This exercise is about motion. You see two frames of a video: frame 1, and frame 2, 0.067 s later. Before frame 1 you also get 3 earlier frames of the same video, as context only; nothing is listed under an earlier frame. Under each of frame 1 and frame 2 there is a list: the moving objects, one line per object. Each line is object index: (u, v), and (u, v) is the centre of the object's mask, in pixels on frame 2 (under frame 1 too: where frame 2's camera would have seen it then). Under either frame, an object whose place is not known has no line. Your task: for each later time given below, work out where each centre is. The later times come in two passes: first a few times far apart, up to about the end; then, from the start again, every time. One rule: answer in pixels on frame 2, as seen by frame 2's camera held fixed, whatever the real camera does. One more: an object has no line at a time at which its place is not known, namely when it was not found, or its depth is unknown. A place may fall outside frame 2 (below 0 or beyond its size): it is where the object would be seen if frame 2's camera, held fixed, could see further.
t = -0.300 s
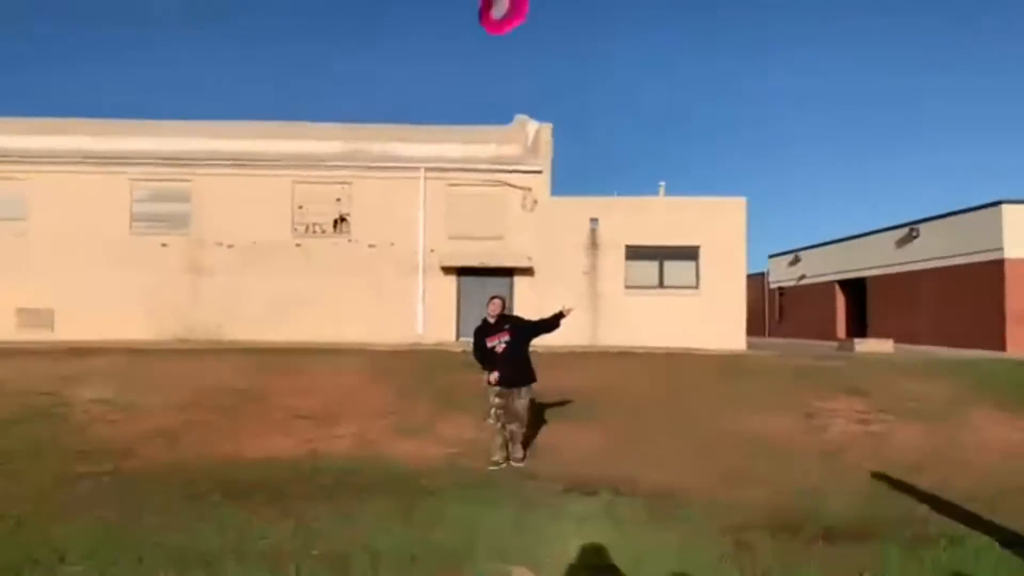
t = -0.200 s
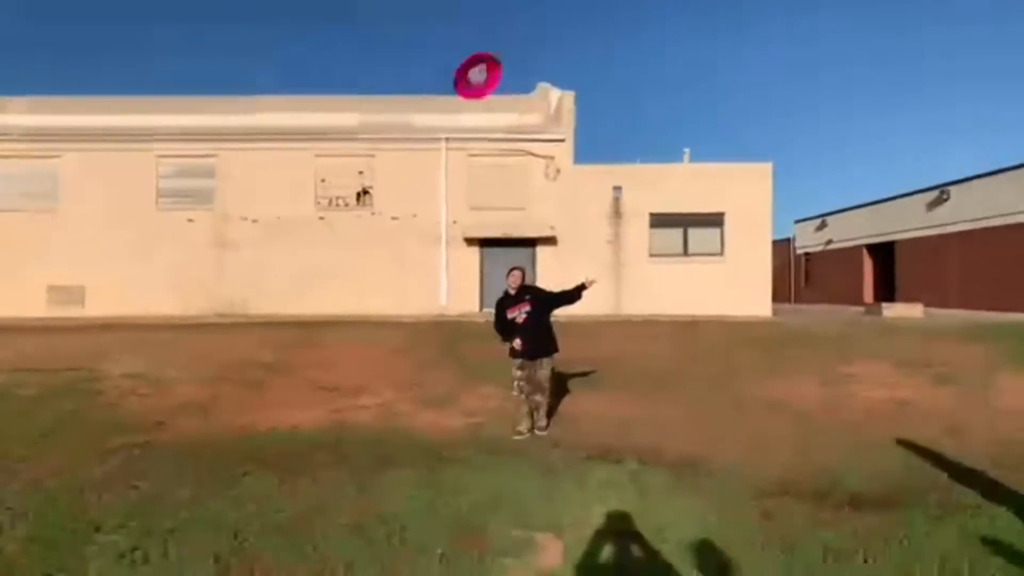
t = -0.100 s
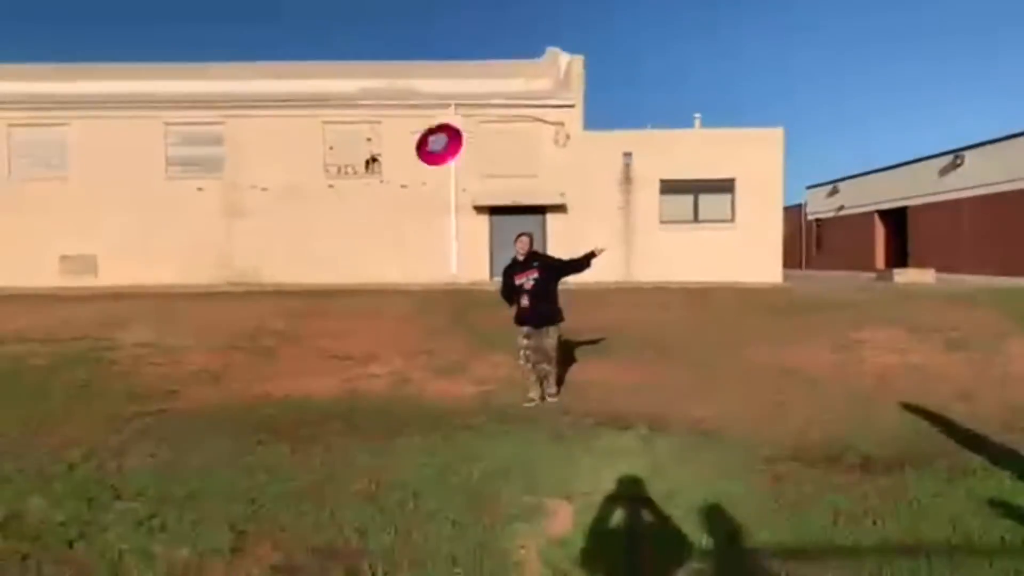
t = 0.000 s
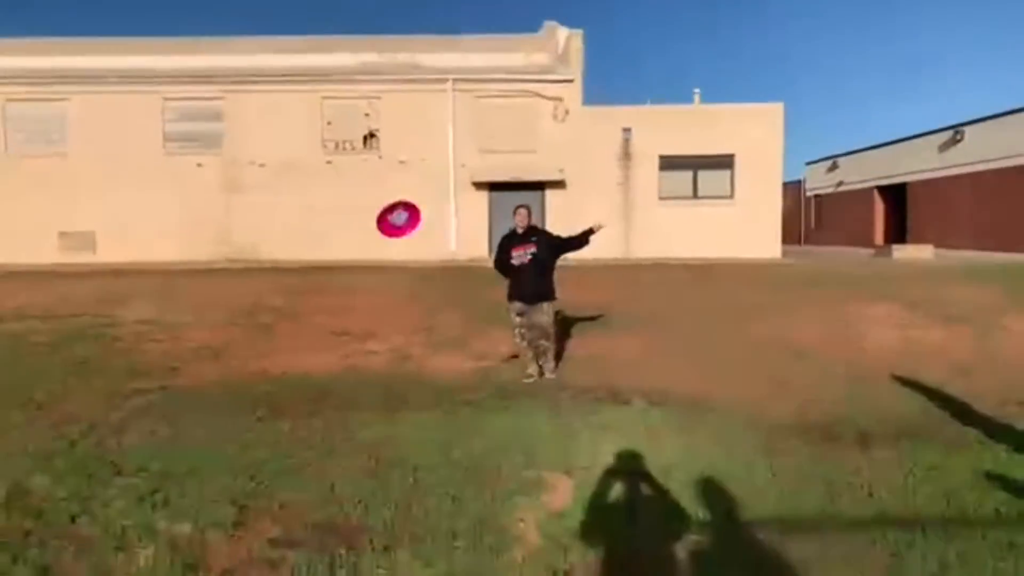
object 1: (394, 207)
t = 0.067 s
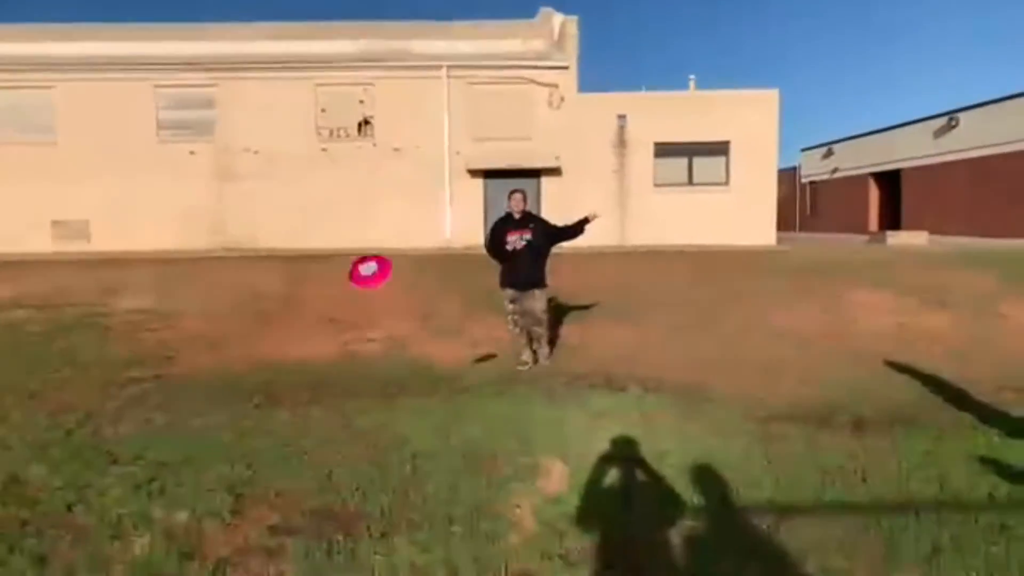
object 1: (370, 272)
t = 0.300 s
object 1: (303, 425)
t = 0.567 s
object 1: (230, 422)
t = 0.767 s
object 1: (180, 434)
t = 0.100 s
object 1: (360, 304)
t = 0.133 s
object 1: (350, 334)
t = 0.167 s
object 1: (341, 364)
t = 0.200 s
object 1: (332, 391)
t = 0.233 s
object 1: (323, 417)
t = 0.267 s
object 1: (313, 432)
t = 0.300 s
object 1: (303, 425)
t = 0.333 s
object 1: (294, 420)
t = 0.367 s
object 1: (283, 418)
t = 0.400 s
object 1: (274, 416)
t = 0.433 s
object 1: (265, 417)
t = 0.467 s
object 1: (258, 419)
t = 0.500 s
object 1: (250, 422)
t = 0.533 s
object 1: (241, 424)
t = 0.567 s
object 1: (230, 422)
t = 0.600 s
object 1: (221, 421)
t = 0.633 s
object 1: (212, 423)
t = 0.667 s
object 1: (203, 426)
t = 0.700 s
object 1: (194, 428)
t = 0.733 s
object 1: (187, 431)
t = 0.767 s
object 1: (180, 434)
